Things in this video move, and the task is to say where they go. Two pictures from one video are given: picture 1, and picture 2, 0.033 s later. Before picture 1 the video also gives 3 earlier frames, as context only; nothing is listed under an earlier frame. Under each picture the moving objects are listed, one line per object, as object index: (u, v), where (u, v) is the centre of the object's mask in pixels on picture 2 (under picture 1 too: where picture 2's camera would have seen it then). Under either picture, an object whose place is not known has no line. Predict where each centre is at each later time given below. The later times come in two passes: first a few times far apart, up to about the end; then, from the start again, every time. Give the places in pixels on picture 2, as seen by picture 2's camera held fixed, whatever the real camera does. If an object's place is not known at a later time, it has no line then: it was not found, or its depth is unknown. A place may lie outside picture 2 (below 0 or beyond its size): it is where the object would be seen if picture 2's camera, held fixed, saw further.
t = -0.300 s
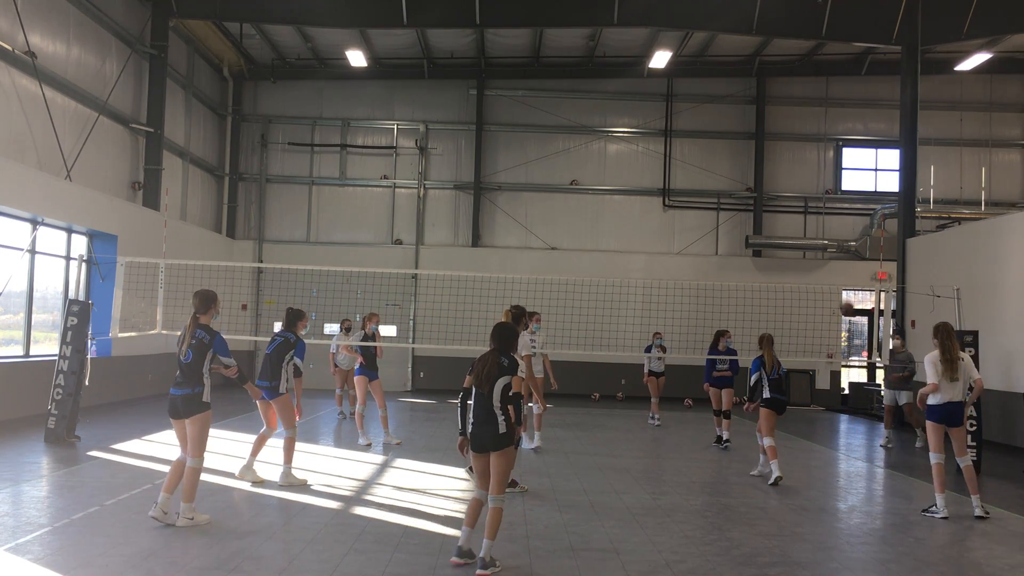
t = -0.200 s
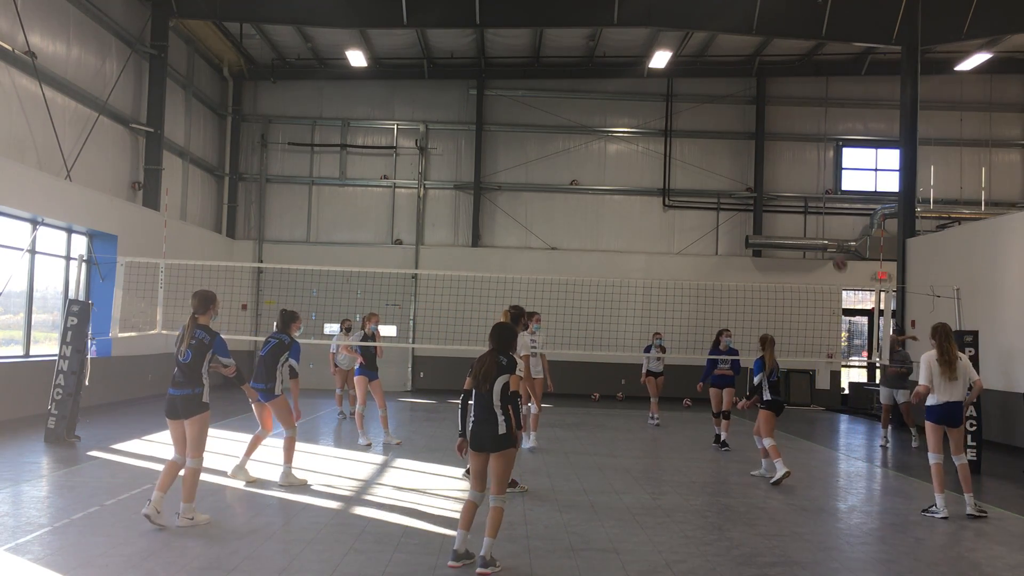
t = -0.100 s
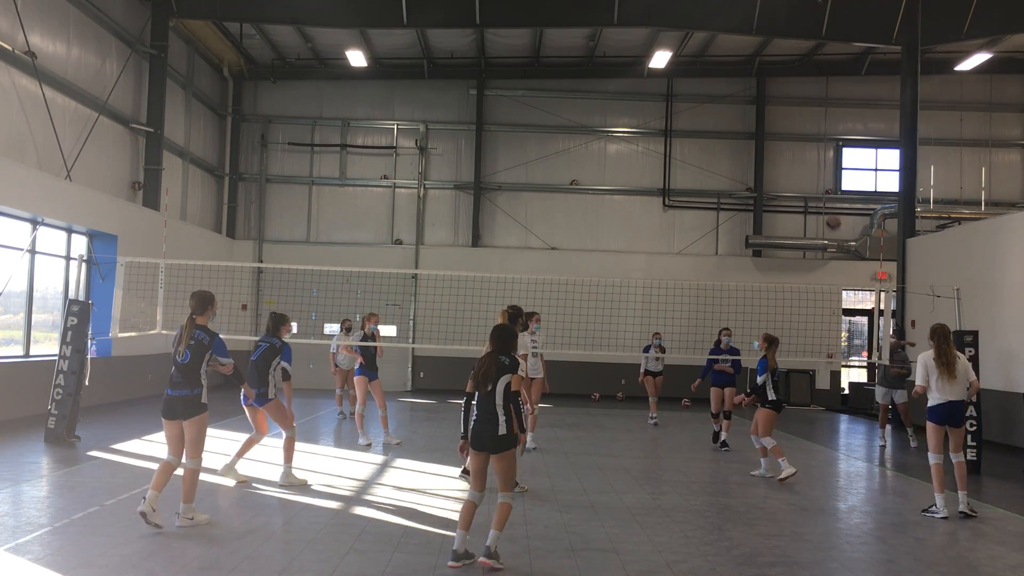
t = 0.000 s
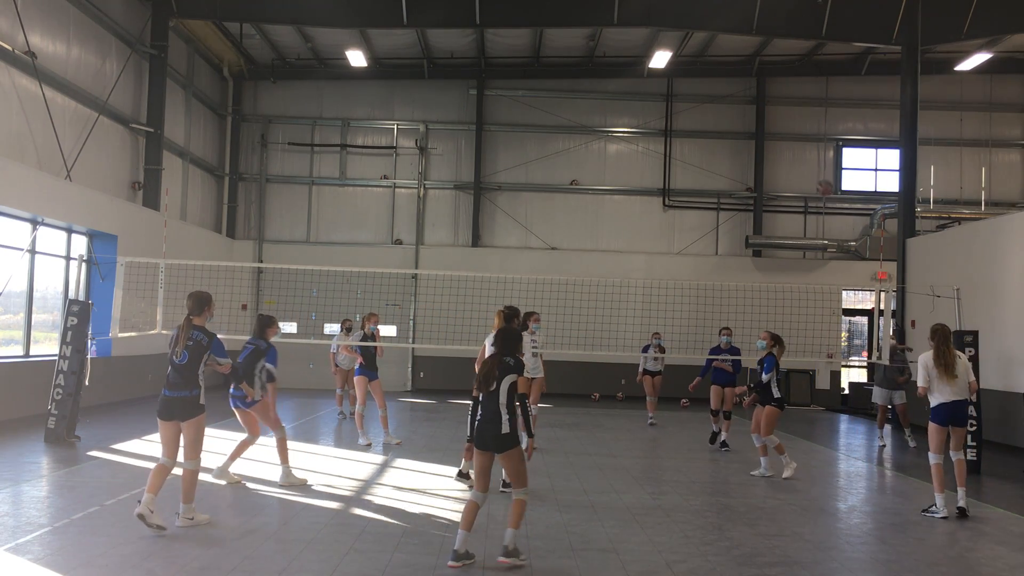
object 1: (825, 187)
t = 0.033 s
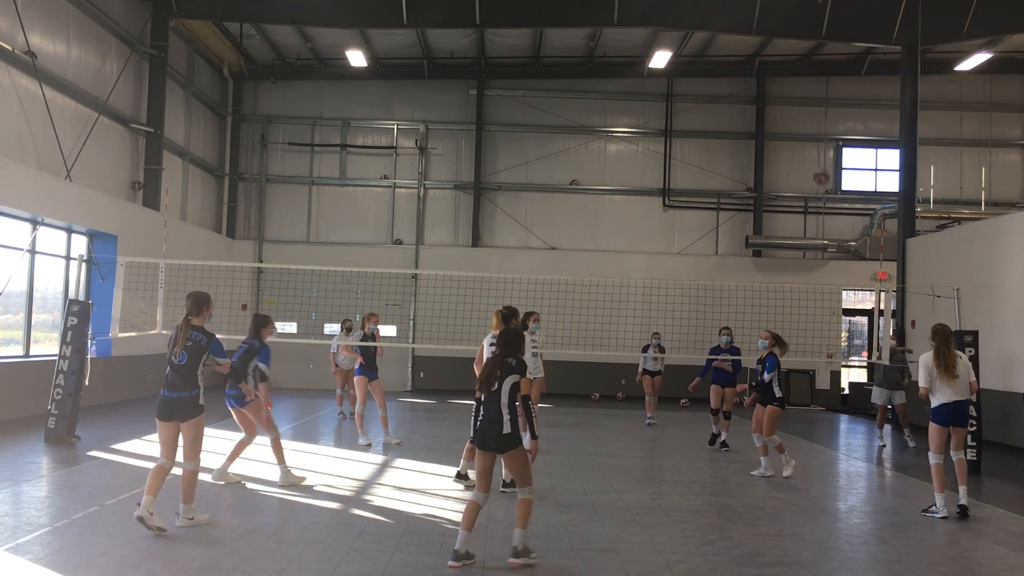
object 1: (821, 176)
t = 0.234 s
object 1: (801, 124)
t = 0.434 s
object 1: (774, 98)
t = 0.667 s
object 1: (734, 115)
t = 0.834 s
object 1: (698, 171)
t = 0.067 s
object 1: (818, 166)
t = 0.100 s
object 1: (816, 156)
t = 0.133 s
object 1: (812, 146)
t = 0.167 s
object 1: (809, 138)
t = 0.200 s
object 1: (804, 129)
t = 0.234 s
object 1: (801, 124)
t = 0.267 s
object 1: (797, 117)
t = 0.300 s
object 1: (793, 111)
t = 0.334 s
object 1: (788, 106)
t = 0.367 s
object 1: (785, 101)
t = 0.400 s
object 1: (780, 99)
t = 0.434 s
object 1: (774, 98)
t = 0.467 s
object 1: (770, 97)
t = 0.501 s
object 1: (765, 97)
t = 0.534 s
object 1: (759, 99)
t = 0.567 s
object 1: (754, 101)
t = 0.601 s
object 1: (748, 104)
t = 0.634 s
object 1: (742, 109)
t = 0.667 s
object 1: (734, 115)
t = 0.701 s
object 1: (728, 124)
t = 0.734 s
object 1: (721, 133)
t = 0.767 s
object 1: (713, 143)
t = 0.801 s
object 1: (706, 157)
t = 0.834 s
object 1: (698, 171)
